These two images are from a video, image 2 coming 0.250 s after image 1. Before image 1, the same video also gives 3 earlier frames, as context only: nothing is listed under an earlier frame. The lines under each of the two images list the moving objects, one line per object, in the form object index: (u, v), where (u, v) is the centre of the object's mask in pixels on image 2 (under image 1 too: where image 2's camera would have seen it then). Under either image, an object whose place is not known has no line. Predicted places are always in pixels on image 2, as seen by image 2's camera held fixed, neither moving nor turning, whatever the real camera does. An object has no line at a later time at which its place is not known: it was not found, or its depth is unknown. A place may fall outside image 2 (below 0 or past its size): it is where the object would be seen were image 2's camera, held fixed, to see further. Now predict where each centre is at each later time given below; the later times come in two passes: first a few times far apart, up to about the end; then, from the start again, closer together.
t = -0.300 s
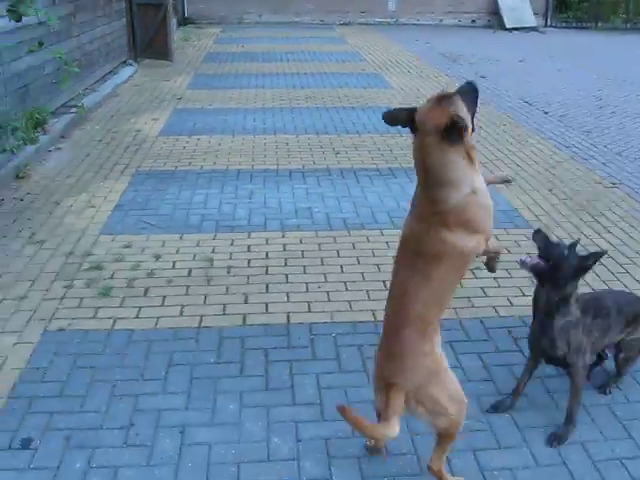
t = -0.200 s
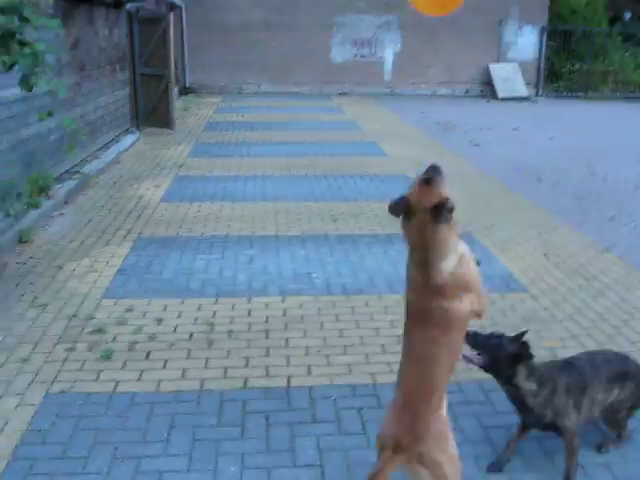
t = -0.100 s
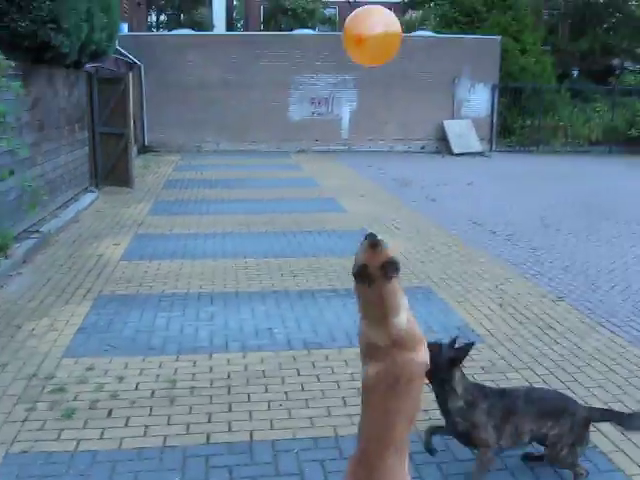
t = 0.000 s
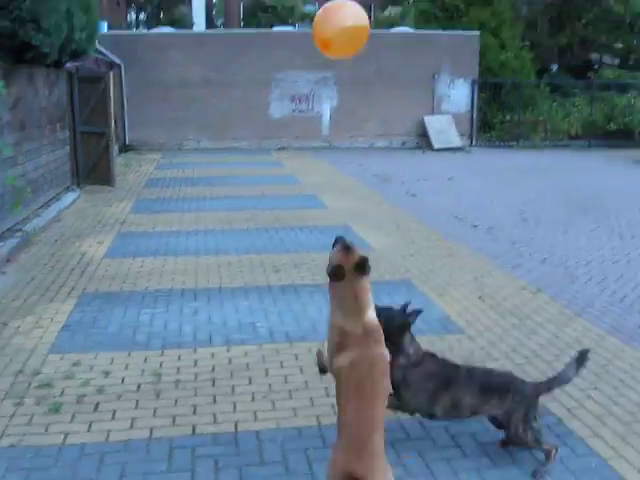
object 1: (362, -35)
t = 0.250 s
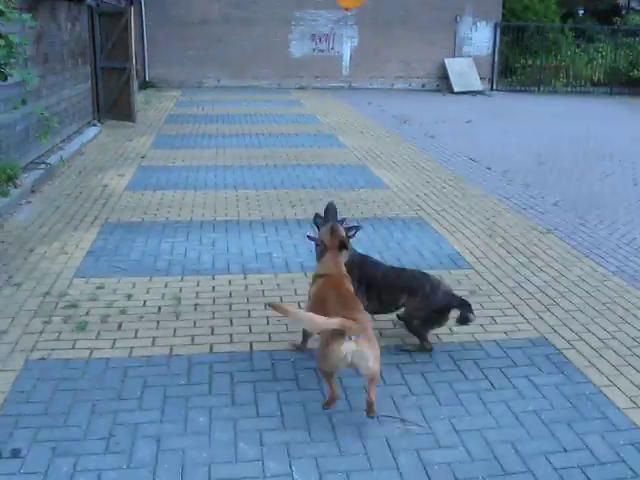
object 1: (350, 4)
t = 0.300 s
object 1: (352, -1)
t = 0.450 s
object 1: (351, -5)
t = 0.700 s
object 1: (352, 31)
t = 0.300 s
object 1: (352, -1)
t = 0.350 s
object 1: (351, -1)
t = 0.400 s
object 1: (351, -9)
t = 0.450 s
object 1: (351, -5)
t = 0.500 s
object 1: (352, 2)
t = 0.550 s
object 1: (352, 9)
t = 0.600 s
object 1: (351, 16)
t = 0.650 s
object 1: (351, 23)
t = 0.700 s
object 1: (352, 31)
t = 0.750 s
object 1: (351, 39)
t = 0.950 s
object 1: (354, 73)
